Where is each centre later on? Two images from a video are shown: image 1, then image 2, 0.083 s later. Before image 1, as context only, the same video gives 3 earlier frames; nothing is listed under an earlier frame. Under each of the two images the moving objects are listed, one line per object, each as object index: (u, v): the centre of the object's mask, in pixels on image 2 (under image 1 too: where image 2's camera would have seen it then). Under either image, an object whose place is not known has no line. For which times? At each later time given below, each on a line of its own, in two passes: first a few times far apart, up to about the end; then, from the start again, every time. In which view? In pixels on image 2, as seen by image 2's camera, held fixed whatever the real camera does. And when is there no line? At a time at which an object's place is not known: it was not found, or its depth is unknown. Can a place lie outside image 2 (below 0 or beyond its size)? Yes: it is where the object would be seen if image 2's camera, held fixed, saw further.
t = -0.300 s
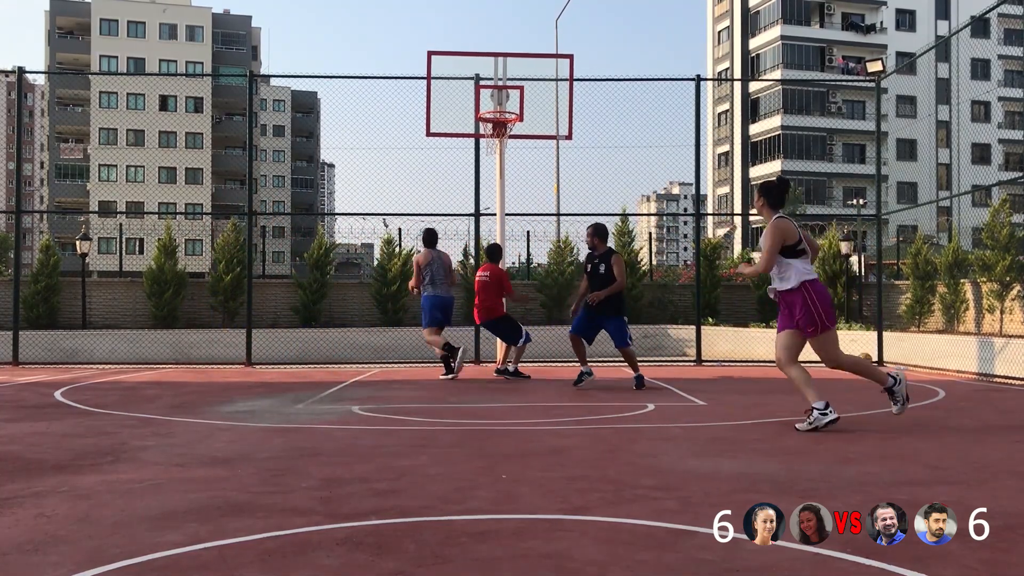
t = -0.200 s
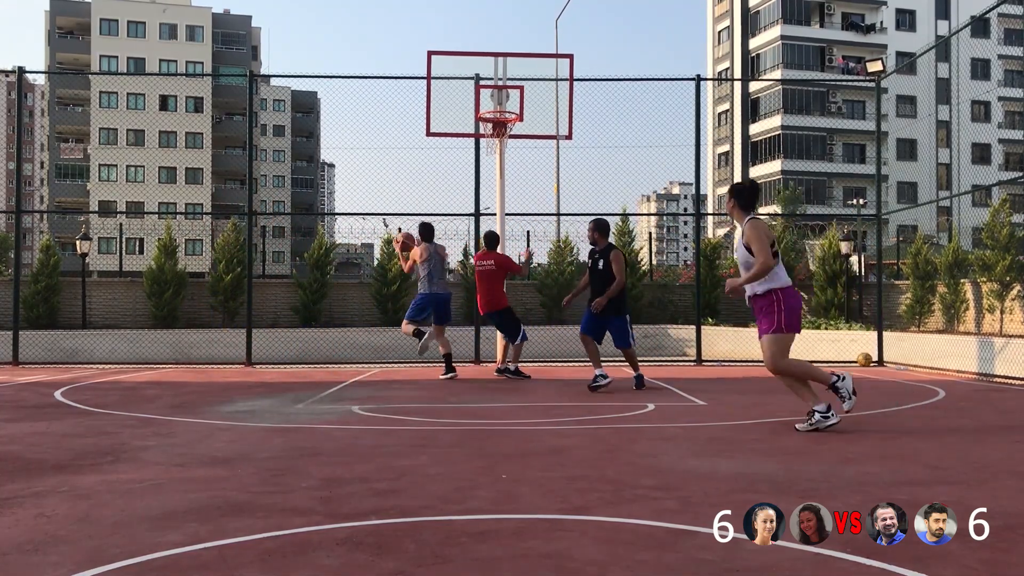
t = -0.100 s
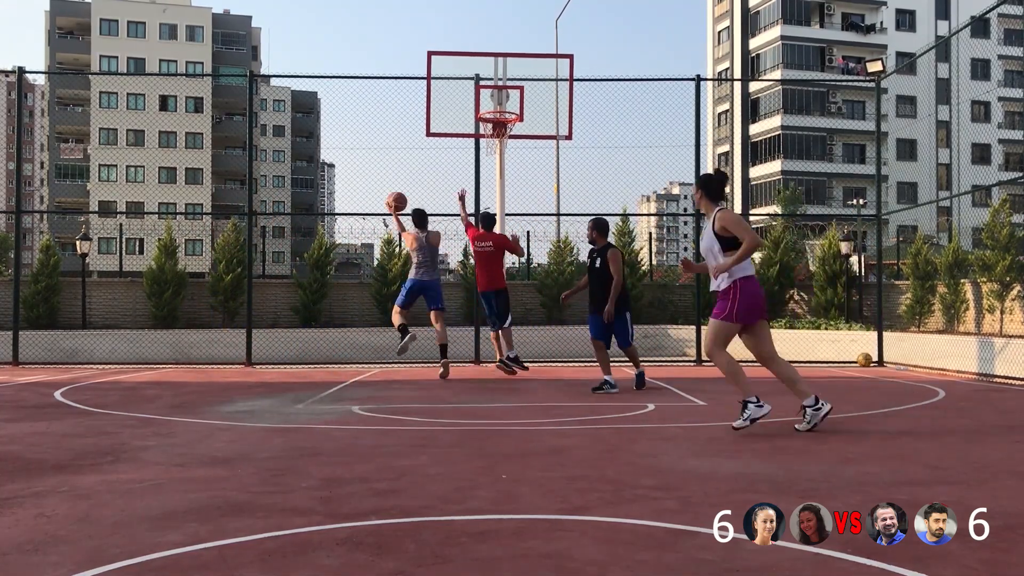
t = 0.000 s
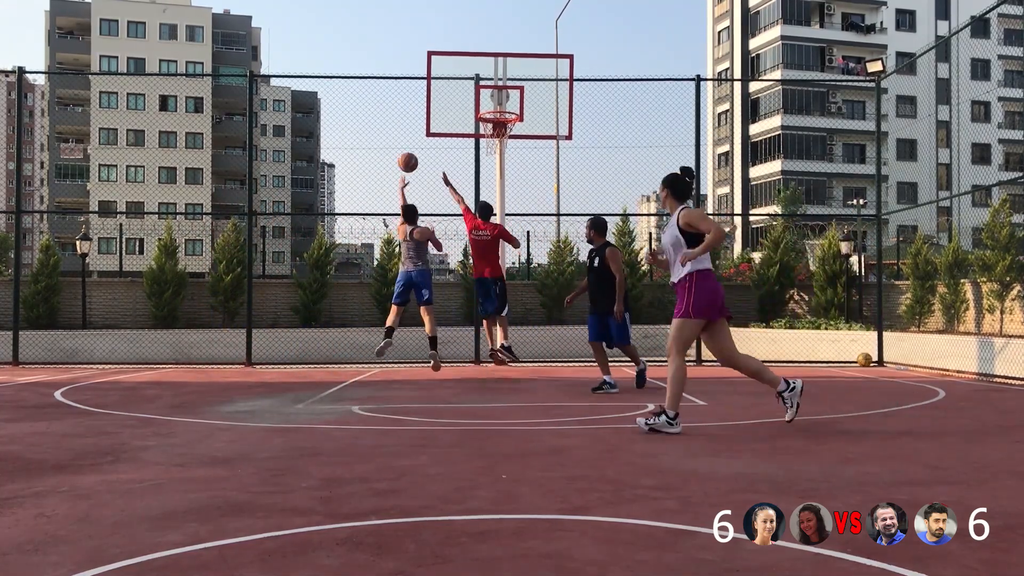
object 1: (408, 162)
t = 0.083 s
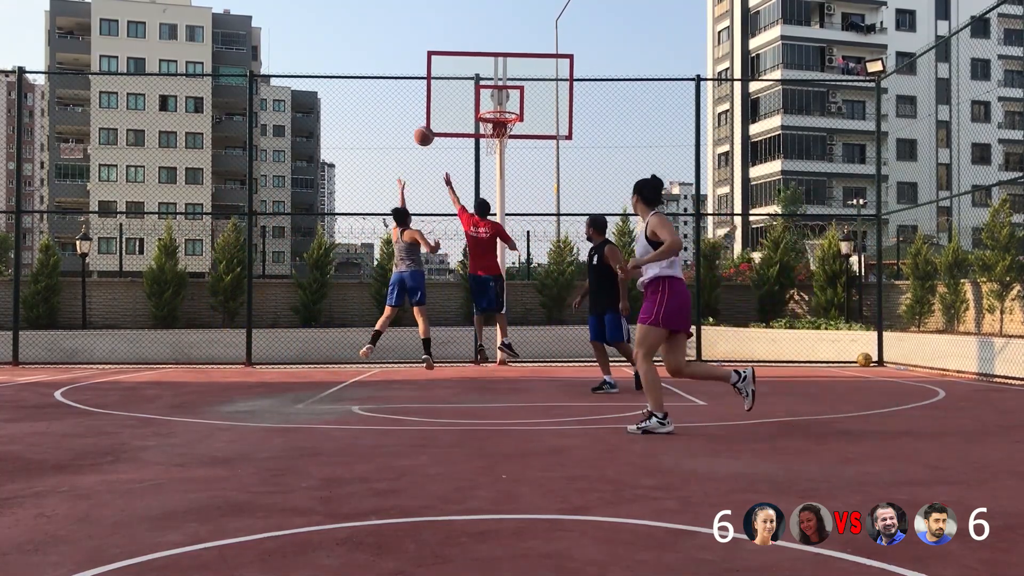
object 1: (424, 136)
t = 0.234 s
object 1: (451, 105)
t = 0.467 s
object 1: (480, 94)
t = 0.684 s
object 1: (499, 123)
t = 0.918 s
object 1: (514, 185)
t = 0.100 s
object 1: (427, 131)
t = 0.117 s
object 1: (430, 127)
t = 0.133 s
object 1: (433, 123)
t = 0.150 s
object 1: (436, 120)
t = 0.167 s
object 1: (440, 116)
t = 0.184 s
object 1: (442, 113)
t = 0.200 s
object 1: (445, 110)
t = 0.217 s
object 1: (448, 107)
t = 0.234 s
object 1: (451, 105)
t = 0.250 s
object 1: (454, 103)
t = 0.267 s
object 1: (457, 101)
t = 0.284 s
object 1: (460, 99)
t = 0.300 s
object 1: (463, 98)
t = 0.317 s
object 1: (466, 96)
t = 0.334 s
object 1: (467, 95)
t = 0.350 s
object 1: (468, 94)
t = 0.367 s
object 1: (469, 94)
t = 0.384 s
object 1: (472, 93)
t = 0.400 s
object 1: (474, 93)
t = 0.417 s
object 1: (475, 93)
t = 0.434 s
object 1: (476, 93)
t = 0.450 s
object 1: (478, 94)
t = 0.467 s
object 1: (480, 94)
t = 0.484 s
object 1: (481, 95)
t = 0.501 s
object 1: (482, 96)
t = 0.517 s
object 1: (484, 97)
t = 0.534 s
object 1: (485, 99)
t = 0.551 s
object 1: (487, 100)
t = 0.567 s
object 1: (489, 102)
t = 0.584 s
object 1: (490, 103)
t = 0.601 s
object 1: (492, 108)
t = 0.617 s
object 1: (494, 110)
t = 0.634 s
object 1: (495, 111)
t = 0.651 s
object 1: (497, 113)
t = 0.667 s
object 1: (499, 119)
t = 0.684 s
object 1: (499, 123)
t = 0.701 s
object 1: (501, 127)
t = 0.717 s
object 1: (503, 129)
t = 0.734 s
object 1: (504, 133)
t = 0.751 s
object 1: (505, 137)
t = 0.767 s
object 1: (506, 141)
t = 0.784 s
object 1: (507, 145)
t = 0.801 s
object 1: (508, 148)
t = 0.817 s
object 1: (509, 154)
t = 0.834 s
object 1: (510, 158)
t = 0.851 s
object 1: (511, 163)
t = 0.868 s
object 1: (512, 168)
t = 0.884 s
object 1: (512, 174)
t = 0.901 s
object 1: (514, 180)
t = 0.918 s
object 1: (514, 185)
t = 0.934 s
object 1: (515, 191)
